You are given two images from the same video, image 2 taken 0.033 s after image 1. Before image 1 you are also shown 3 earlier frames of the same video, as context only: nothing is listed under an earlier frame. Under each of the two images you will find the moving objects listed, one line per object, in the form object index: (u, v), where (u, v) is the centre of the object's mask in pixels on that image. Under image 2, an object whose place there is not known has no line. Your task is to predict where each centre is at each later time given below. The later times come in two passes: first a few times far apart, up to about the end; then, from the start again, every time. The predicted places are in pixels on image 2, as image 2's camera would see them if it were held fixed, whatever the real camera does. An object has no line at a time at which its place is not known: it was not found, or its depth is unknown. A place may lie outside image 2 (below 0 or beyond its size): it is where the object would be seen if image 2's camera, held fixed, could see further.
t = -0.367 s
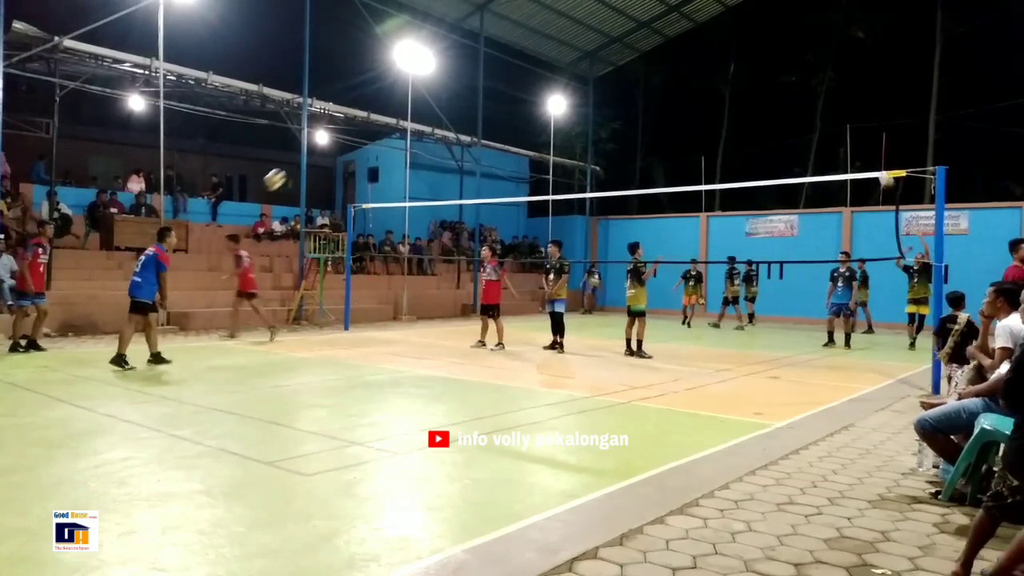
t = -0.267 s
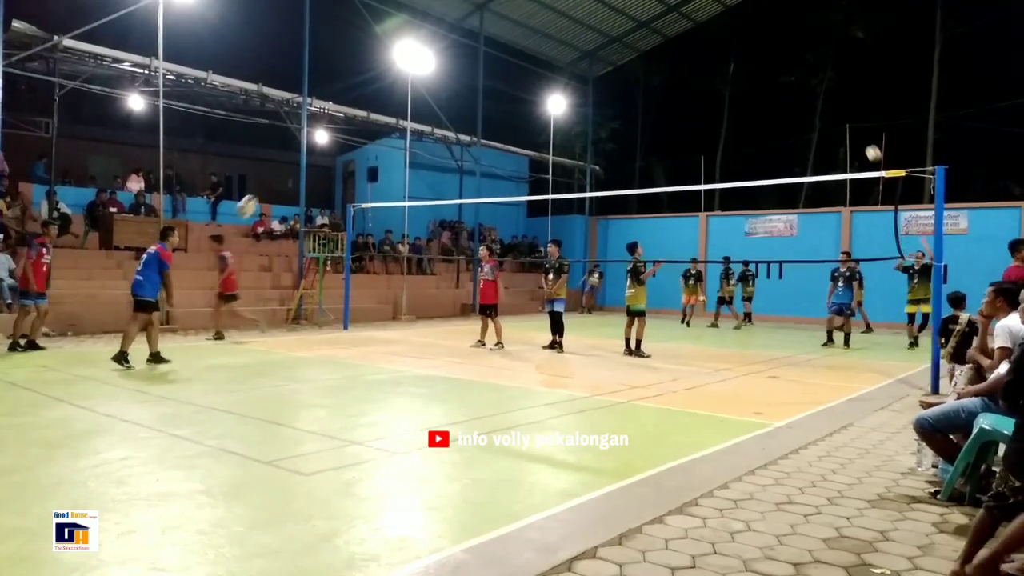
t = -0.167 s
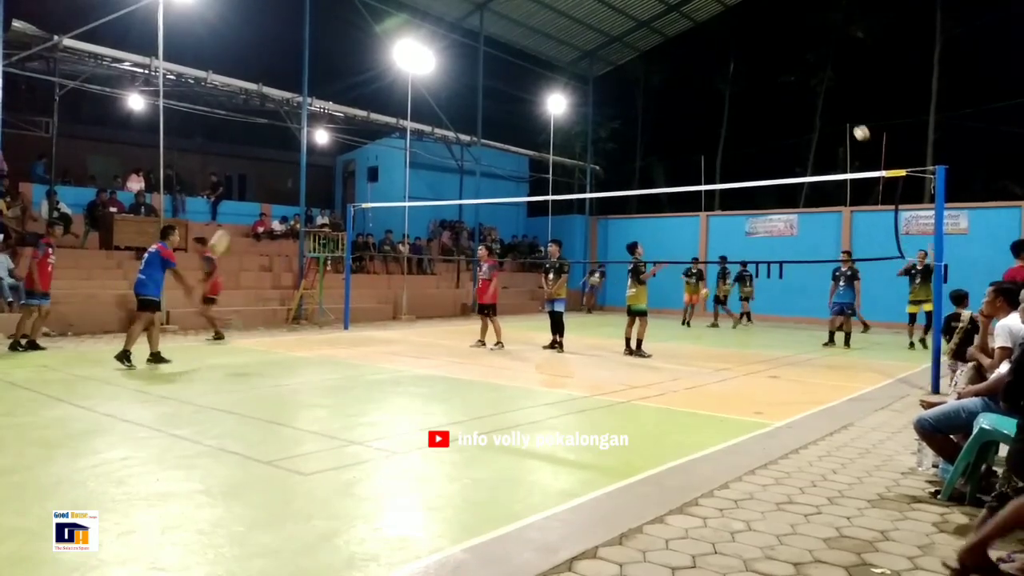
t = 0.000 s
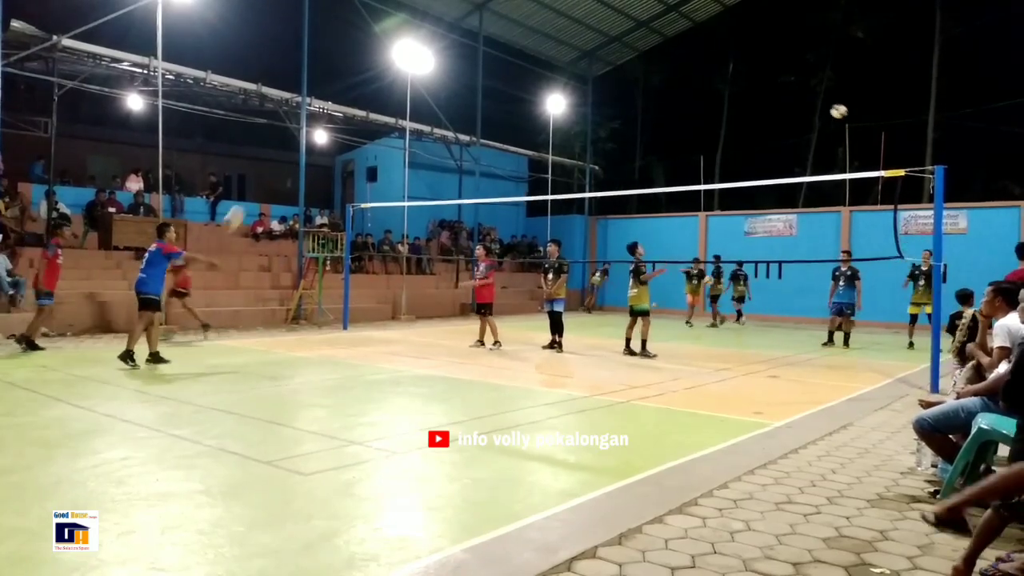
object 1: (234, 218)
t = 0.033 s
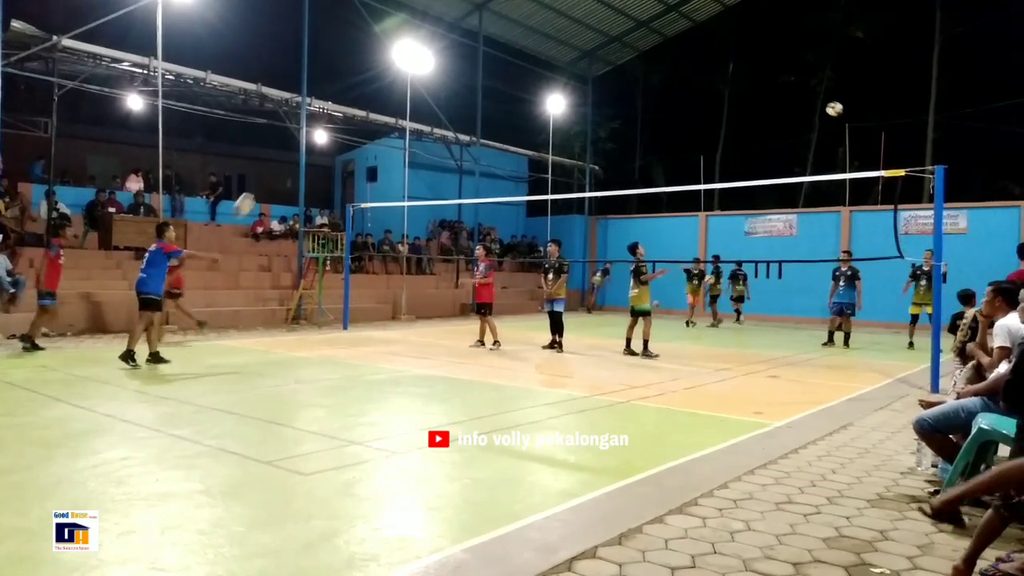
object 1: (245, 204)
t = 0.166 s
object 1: (280, 163)
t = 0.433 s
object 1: (346, 120)
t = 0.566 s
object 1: (376, 119)
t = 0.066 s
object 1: (254, 192)
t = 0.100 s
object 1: (262, 182)
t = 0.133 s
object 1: (271, 172)
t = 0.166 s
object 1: (280, 163)
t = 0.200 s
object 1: (289, 154)
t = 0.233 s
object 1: (297, 147)
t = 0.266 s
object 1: (305, 140)
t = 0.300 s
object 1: (315, 135)
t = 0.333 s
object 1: (323, 127)
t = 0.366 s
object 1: (331, 125)
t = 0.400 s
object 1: (339, 123)
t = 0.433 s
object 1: (346, 120)
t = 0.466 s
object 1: (354, 119)
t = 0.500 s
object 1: (360, 118)
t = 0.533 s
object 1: (367, 118)
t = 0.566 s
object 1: (376, 119)
